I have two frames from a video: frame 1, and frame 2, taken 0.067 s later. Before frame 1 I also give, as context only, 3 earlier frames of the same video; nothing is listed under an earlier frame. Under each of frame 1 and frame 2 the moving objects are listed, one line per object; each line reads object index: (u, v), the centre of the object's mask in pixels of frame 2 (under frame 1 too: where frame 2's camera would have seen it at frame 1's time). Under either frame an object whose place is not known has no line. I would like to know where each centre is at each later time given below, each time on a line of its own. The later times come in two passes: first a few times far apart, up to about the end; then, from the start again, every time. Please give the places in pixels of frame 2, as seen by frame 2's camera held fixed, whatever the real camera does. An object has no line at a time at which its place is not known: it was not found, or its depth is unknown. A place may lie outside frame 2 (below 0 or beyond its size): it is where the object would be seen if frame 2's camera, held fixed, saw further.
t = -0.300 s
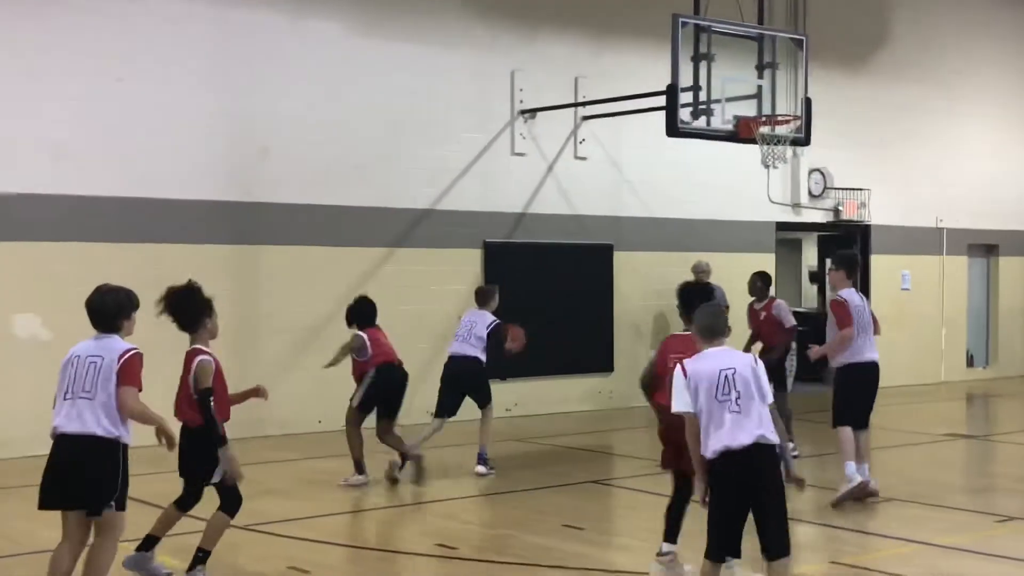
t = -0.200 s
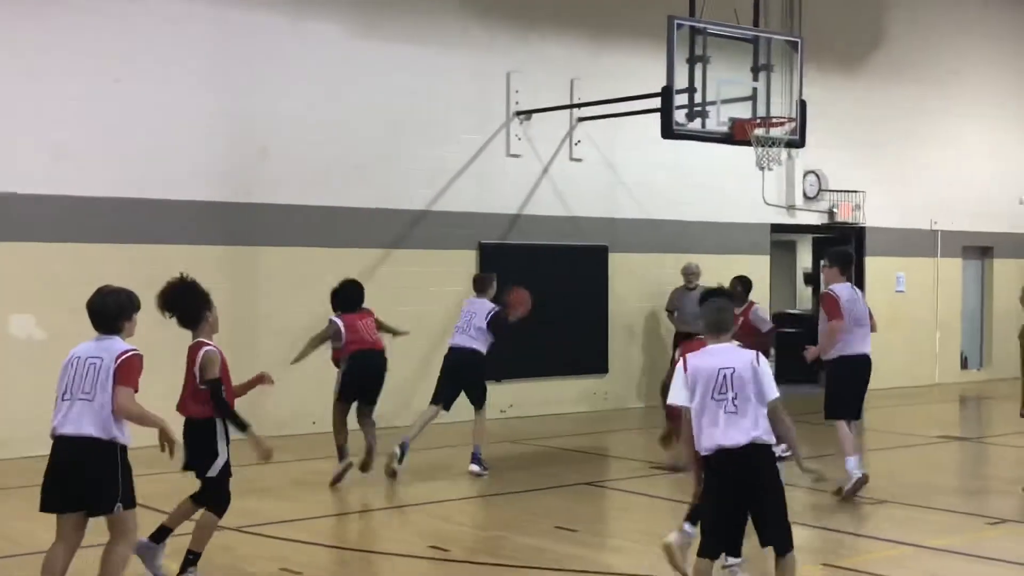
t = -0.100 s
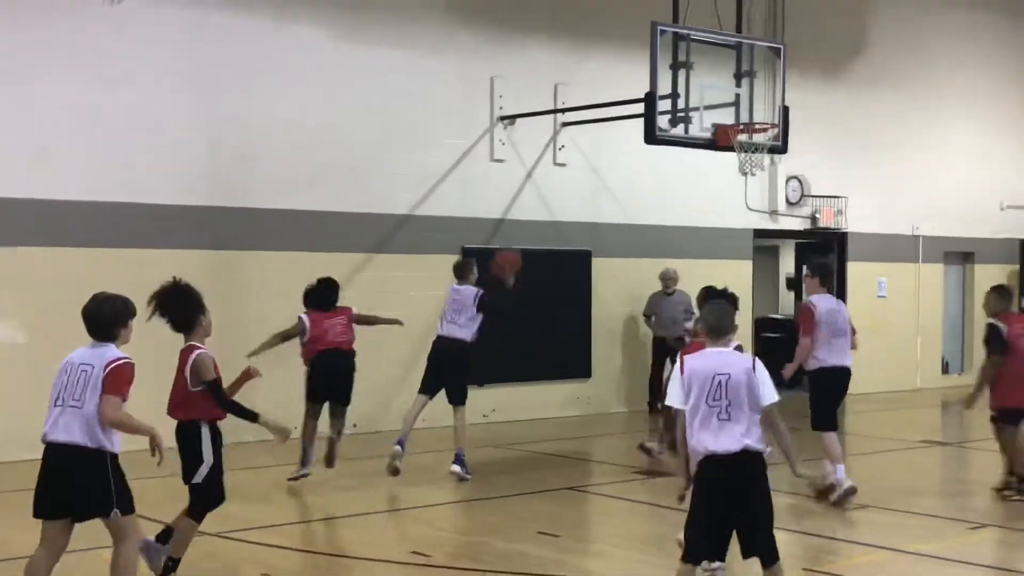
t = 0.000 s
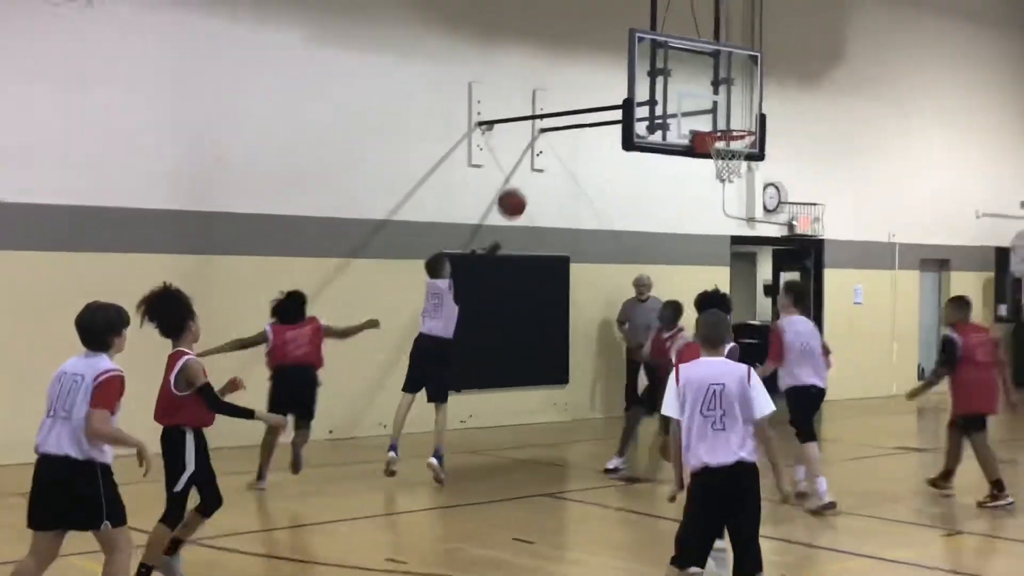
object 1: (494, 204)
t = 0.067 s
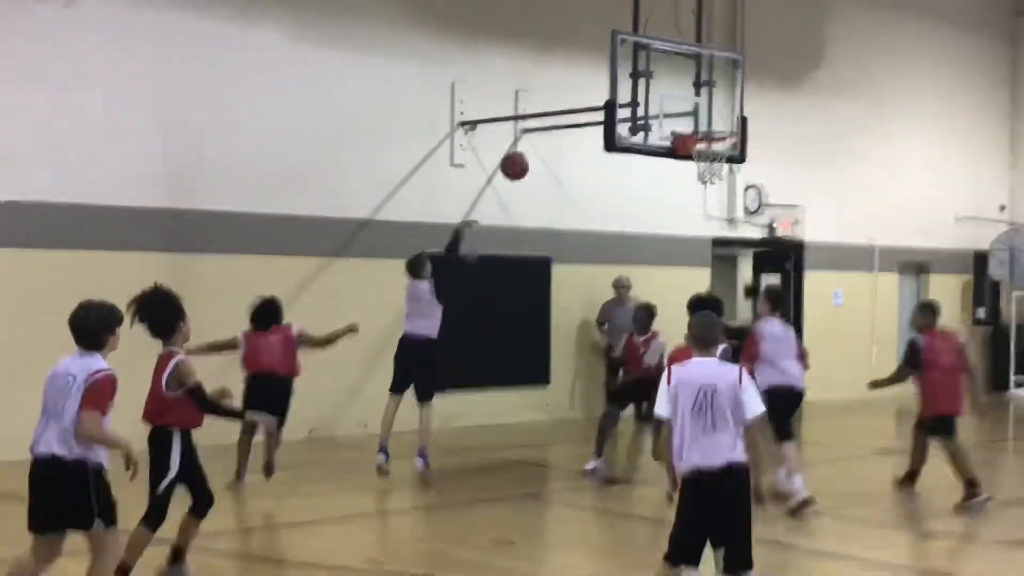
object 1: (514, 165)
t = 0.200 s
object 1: (553, 110)
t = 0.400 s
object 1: (606, 67)
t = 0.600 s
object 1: (658, 69)
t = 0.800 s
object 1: (702, 110)
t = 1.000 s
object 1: (716, 93)
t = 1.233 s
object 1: (721, 71)
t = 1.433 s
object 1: (723, 97)
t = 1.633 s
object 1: (725, 171)
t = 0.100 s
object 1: (524, 149)
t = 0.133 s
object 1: (534, 135)
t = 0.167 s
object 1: (544, 122)
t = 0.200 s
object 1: (553, 110)
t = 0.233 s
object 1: (563, 100)
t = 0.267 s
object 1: (572, 90)
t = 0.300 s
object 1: (581, 82)
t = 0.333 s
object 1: (590, 76)
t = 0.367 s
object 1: (598, 70)
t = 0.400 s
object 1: (606, 67)
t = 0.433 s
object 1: (615, 65)
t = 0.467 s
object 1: (624, 64)
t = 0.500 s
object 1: (633, 65)
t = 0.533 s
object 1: (641, 65)
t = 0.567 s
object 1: (649, 66)
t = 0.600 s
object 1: (658, 69)
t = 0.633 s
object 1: (664, 73)
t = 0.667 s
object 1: (672, 79)
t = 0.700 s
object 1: (679, 85)
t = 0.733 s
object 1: (687, 93)
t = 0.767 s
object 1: (694, 102)
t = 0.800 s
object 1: (702, 110)
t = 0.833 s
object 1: (709, 121)
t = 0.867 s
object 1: (714, 128)
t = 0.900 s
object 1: (715, 118)
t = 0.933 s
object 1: (715, 109)
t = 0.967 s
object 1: (716, 100)
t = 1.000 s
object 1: (716, 93)
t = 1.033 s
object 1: (718, 87)
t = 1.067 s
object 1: (718, 81)
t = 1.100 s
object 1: (719, 76)
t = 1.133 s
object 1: (719, 73)
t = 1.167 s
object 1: (719, 71)
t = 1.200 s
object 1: (721, 70)
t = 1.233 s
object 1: (721, 71)
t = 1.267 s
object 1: (721, 72)
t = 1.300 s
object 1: (721, 74)
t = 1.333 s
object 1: (721, 77)
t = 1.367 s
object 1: (722, 83)
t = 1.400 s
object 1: (723, 89)
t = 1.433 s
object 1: (723, 97)
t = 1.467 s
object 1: (724, 106)
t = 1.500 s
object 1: (724, 116)
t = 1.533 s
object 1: (724, 128)
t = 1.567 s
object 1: (724, 140)
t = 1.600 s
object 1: (724, 154)
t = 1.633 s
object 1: (725, 171)
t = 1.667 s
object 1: (725, 188)
